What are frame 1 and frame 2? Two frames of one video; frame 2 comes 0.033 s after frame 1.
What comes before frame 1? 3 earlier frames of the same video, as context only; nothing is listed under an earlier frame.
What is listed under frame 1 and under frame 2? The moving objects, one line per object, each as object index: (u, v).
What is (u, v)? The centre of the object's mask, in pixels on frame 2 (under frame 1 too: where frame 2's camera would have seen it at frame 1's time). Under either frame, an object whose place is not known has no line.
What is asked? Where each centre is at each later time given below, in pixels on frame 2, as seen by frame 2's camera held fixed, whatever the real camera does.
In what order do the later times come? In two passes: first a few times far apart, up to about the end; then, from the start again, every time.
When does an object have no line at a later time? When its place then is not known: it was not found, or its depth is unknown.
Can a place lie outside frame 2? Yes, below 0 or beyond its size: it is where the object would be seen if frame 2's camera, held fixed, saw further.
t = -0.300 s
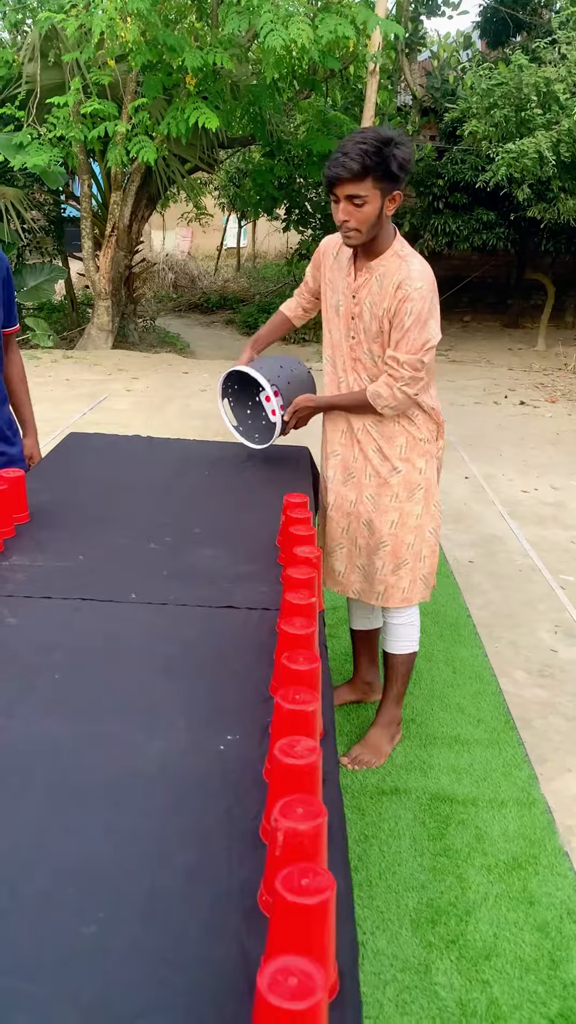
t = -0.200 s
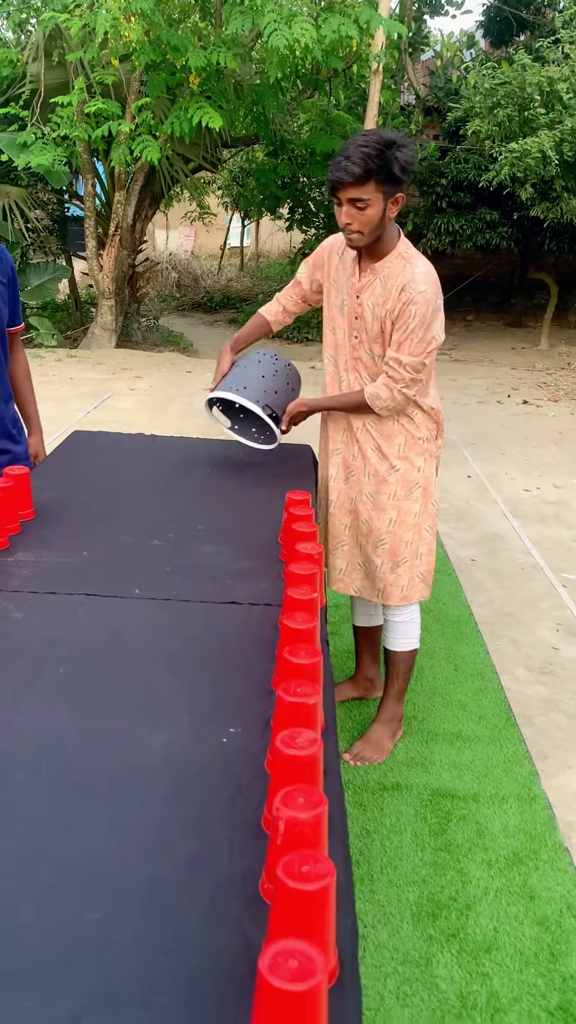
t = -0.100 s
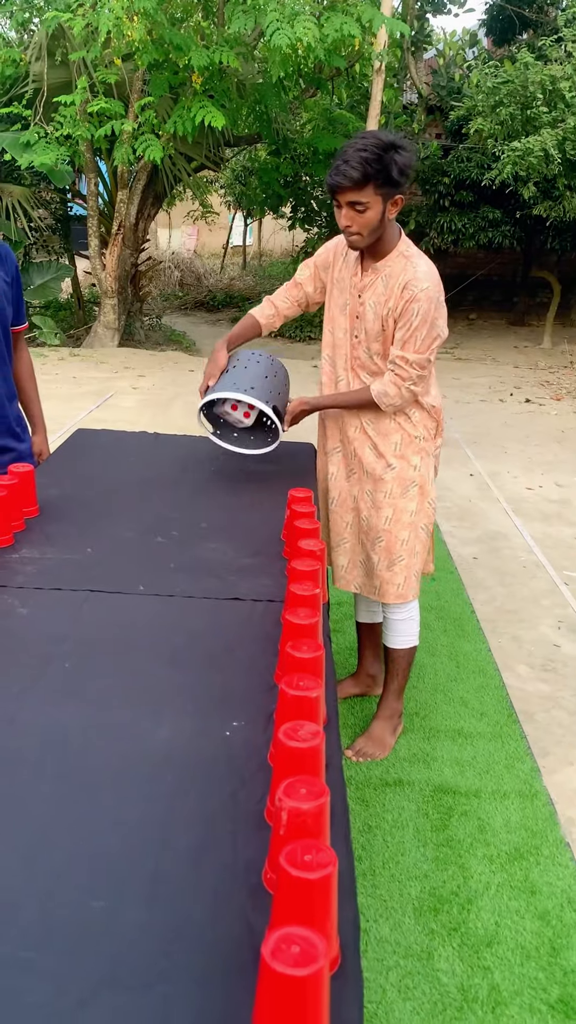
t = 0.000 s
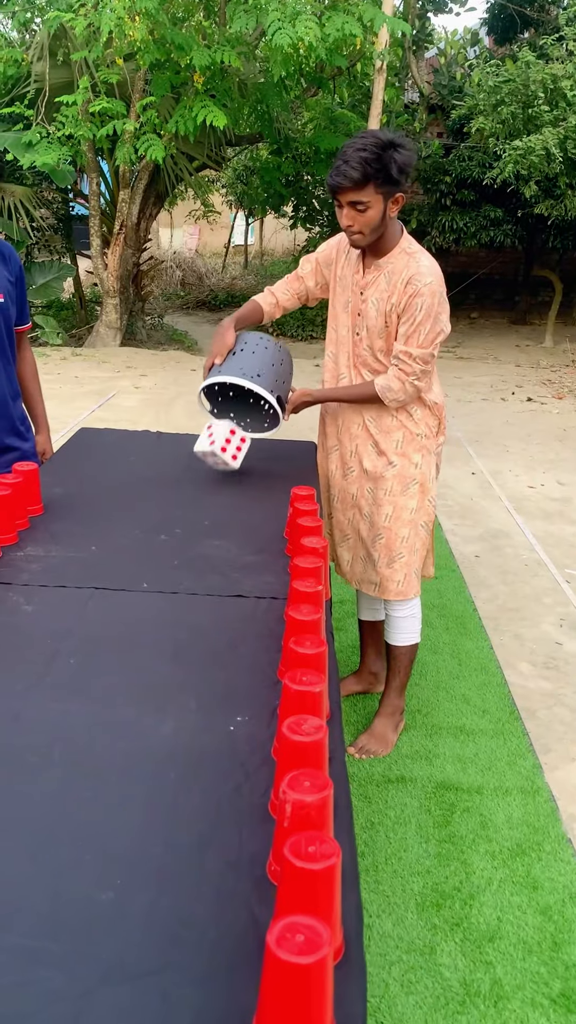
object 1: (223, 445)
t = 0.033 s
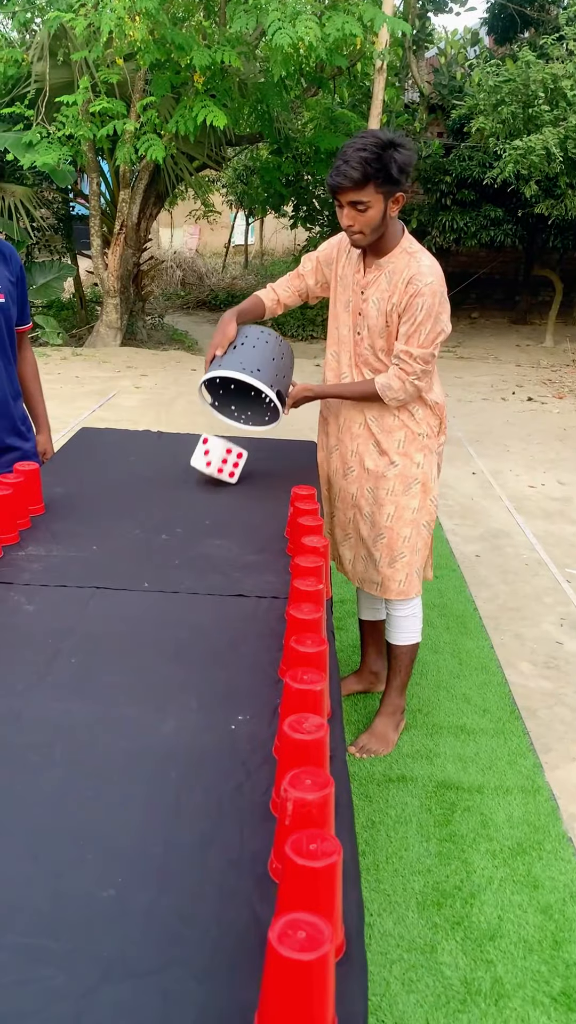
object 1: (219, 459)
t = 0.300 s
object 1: (204, 490)
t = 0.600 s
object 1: (202, 512)
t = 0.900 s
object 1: (201, 512)
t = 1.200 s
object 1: (201, 512)
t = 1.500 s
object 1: (201, 512)
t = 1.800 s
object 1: (201, 512)
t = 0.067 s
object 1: (217, 464)
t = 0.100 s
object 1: (215, 461)
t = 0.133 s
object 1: (213, 462)
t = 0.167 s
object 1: (211, 468)
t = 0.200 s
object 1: (208, 476)
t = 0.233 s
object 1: (207, 476)
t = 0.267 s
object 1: (205, 480)
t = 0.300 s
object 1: (204, 490)
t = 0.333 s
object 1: (203, 494)
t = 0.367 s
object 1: (203, 497)
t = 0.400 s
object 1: (203, 505)
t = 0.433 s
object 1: (202, 509)
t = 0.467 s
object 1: (201, 511)
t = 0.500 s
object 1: (202, 512)
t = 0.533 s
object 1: (202, 512)
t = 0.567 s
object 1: (202, 512)
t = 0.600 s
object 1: (202, 512)
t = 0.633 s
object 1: (202, 512)
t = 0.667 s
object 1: (202, 512)
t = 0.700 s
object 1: (202, 512)
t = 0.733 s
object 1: (202, 512)
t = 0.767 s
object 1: (202, 512)
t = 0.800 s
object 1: (202, 512)
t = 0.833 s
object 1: (202, 512)
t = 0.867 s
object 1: (201, 512)
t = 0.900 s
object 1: (201, 512)
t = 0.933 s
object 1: (202, 512)
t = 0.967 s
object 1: (201, 512)
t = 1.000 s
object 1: (201, 512)
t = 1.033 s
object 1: (201, 512)
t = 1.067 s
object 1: (202, 512)
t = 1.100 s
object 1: (201, 512)
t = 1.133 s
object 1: (201, 512)
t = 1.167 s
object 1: (201, 512)
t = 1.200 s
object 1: (201, 512)
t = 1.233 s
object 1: (201, 512)
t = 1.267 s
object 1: (201, 512)
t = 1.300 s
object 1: (201, 512)
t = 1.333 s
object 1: (201, 512)
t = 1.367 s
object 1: (201, 512)
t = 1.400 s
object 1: (201, 512)
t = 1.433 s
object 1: (201, 512)
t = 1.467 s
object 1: (201, 512)
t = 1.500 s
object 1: (201, 512)
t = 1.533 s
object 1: (201, 512)
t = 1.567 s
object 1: (201, 512)
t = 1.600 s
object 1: (201, 512)
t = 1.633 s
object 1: (201, 512)
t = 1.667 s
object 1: (201, 512)
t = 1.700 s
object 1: (201, 512)
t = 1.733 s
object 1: (201, 512)
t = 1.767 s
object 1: (201, 512)
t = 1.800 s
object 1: (201, 512)
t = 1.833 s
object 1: (201, 512)
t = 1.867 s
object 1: (201, 512)
